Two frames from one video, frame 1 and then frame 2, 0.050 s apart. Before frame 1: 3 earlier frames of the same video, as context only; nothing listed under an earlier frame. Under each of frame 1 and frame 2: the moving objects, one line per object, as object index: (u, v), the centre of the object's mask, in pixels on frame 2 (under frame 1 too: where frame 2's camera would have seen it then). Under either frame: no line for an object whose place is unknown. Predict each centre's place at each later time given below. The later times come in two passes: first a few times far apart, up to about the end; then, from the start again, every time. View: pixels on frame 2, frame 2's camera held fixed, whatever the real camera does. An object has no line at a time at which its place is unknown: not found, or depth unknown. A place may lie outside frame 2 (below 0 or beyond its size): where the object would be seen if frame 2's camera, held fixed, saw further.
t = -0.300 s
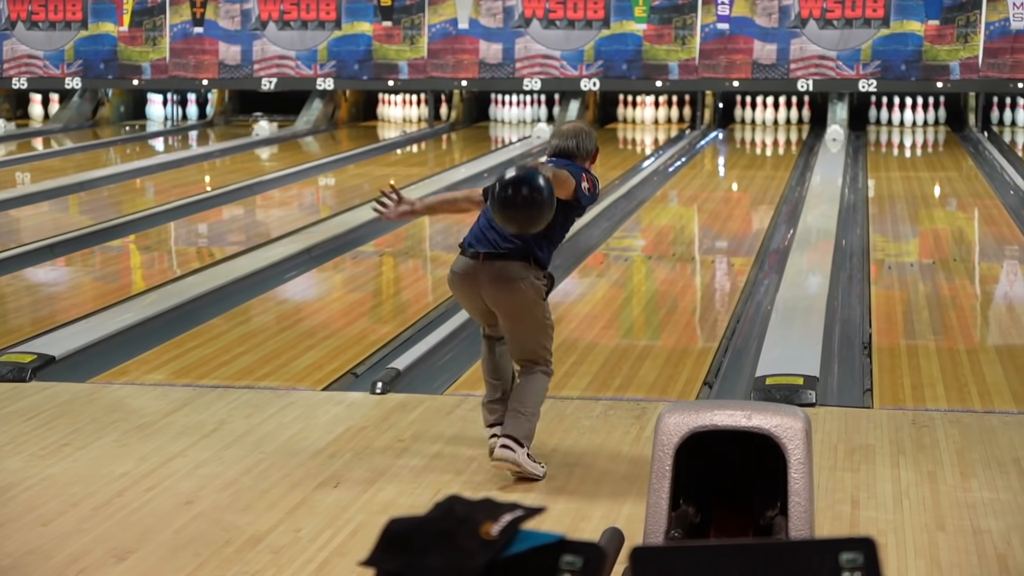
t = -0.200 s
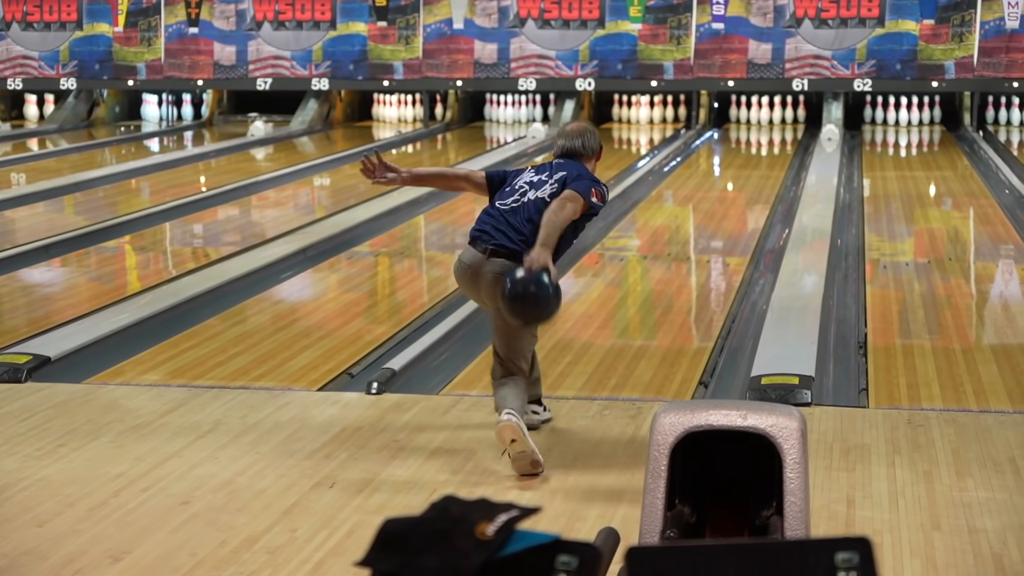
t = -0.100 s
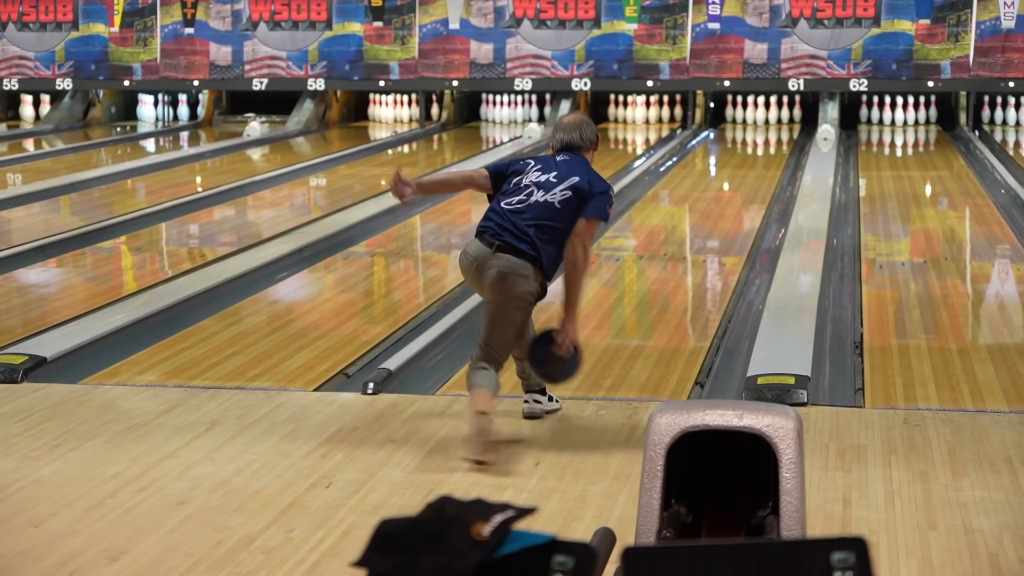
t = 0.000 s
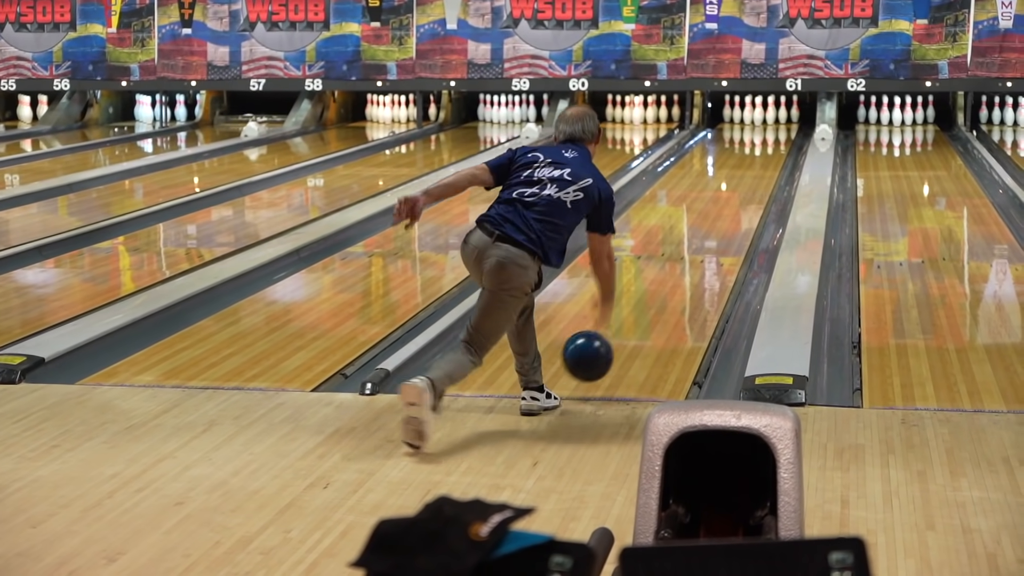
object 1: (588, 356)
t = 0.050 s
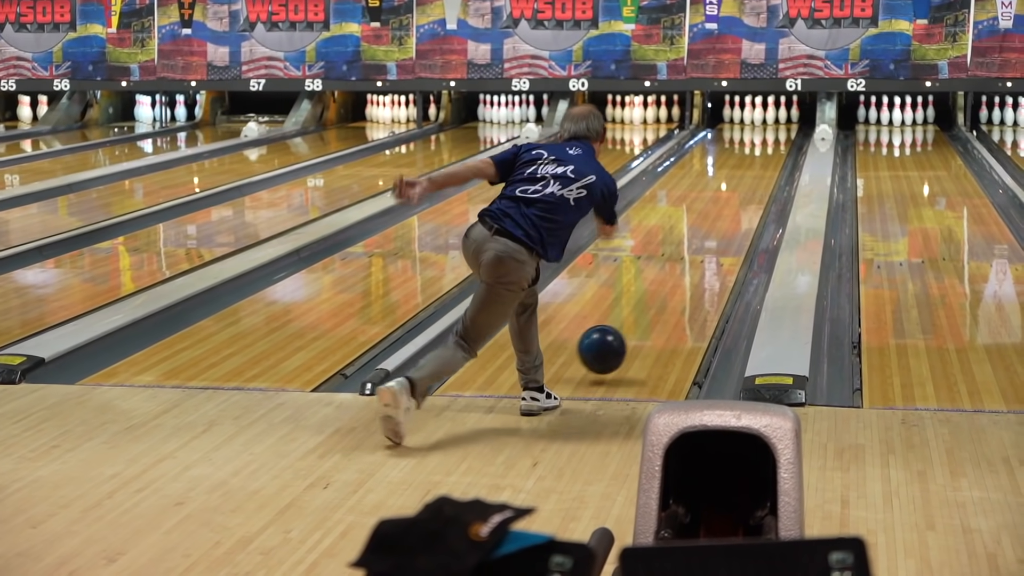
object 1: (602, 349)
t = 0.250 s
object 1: (648, 306)
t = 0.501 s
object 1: (689, 257)
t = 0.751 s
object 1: (717, 223)
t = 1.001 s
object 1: (738, 197)
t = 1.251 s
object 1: (754, 176)
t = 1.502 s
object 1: (765, 160)
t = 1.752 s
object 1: (772, 147)
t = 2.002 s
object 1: (775, 136)
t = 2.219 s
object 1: (772, 128)
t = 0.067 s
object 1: (606, 348)
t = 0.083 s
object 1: (611, 348)
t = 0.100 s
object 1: (615, 343)
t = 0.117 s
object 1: (619, 338)
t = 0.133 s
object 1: (623, 334)
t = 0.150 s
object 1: (627, 329)
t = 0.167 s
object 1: (631, 325)
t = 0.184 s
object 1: (635, 321)
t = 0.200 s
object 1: (638, 317)
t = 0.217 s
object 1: (642, 313)
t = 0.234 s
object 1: (645, 309)
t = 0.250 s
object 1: (648, 306)
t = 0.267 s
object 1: (652, 302)
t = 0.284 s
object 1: (655, 298)
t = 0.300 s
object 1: (658, 295)
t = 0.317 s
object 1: (661, 291)
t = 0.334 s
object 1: (663, 288)
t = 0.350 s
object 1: (666, 284)
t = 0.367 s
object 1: (669, 281)
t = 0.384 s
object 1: (672, 278)
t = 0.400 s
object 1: (674, 274)
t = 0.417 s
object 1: (677, 272)
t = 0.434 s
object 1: (679, 268)
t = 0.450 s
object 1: (682, 265)
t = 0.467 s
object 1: (684, 263)
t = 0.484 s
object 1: (687, 260)
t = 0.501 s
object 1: (689, 257)
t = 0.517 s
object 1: (691, 254)
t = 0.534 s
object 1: (693, 252)
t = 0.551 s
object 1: (695, 249)
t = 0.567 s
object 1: (697, 247)
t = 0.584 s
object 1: (699, 244)
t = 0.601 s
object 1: (701, 242)
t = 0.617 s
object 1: (703, 240)
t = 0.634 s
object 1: (705, 237)
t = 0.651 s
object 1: (707, 235)
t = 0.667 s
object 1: (709, 233)
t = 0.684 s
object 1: (711, 231)
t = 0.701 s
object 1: (712, 229)
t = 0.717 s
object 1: (714, 227)
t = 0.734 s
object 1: (716, 225)
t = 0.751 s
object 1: (717, 223)
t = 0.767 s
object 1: (719, 221)
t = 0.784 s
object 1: (721, 219)
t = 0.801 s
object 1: (722, 218)
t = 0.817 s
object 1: (724, 216)
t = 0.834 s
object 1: (725, 214)
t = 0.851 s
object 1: (727, 212)
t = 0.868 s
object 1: (728, 210)
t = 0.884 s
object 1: (729, 208)
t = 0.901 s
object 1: (731, 207)
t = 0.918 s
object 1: (732, 205)
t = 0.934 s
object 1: (733, 203)
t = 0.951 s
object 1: (735, 202)
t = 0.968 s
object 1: (736, 200)
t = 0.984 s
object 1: (737, 198)
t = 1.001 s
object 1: (738, 197)
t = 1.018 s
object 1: (740, 195)
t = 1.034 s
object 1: (741, 194)
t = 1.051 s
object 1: (742, 192)
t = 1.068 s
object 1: (743, 191)
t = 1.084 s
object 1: (744, 189)
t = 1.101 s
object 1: (745, 188)
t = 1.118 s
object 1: (746, 187)
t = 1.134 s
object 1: (747, 185)
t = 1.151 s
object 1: (748, 184)
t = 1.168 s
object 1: (749, 183)
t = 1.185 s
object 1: (751, 181)
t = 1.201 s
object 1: (751, 180)
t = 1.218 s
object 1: (752, 179)
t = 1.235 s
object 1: (753, 177)
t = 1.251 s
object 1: (754, 176)
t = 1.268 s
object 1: (755, 175)
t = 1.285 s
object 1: (756, 174)
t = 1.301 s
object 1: (757, 173)
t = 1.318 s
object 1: (758, 171)
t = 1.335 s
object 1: (758, 171)
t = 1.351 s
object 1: (759, 169)
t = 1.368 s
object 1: (760, 168)
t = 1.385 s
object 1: (761, 167)
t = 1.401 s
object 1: (761, 166)
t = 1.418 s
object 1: (762, 165)
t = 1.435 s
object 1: (763, 164)
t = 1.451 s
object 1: (764, 163)
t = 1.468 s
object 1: (764, 162)
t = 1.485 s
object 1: (765, 161)
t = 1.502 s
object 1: (765, 160)
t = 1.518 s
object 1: (766, 159)
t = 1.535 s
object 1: (767, 158)
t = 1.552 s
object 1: (767, 157)
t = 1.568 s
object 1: (768, 156)
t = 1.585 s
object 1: (768, 155)
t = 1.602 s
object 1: (769, 155)
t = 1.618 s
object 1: (769, 154)
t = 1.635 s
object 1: (770, 153)
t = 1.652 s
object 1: (770, 152)
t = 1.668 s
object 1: (771, 151)
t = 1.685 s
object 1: (771, 150)
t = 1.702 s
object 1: (771, 149)
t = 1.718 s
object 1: (772, 148)
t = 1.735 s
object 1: (772, 148)
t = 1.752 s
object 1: (772, 147)
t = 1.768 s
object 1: (773, 146)
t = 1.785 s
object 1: (773, 145)
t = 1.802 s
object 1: (773, 144)
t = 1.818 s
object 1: (774, 144)
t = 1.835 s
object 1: (774, 143)
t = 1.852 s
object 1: (774, 142)
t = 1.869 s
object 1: (774, 141)
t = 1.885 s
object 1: (775, 141)
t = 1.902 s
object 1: (775, 140)
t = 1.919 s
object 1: (775, 139)
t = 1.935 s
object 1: (775, 139)
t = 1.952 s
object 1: (775, 138)
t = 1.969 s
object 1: (775, 137)
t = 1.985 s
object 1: (775, 136)
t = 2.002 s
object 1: (775, 136)
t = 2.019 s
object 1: (775, 135)
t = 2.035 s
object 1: (775, 134)
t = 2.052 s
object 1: (775, 134)
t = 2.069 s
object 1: (775, 133)
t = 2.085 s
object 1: (774, 132)
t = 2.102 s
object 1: (774, 132)
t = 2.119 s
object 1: (774, 131)
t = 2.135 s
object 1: (774, 130)
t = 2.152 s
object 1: (774, 130)
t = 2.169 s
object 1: (773, 129)
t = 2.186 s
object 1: (773, 129)
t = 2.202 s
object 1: (773, 128)
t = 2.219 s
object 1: (772, 128)
